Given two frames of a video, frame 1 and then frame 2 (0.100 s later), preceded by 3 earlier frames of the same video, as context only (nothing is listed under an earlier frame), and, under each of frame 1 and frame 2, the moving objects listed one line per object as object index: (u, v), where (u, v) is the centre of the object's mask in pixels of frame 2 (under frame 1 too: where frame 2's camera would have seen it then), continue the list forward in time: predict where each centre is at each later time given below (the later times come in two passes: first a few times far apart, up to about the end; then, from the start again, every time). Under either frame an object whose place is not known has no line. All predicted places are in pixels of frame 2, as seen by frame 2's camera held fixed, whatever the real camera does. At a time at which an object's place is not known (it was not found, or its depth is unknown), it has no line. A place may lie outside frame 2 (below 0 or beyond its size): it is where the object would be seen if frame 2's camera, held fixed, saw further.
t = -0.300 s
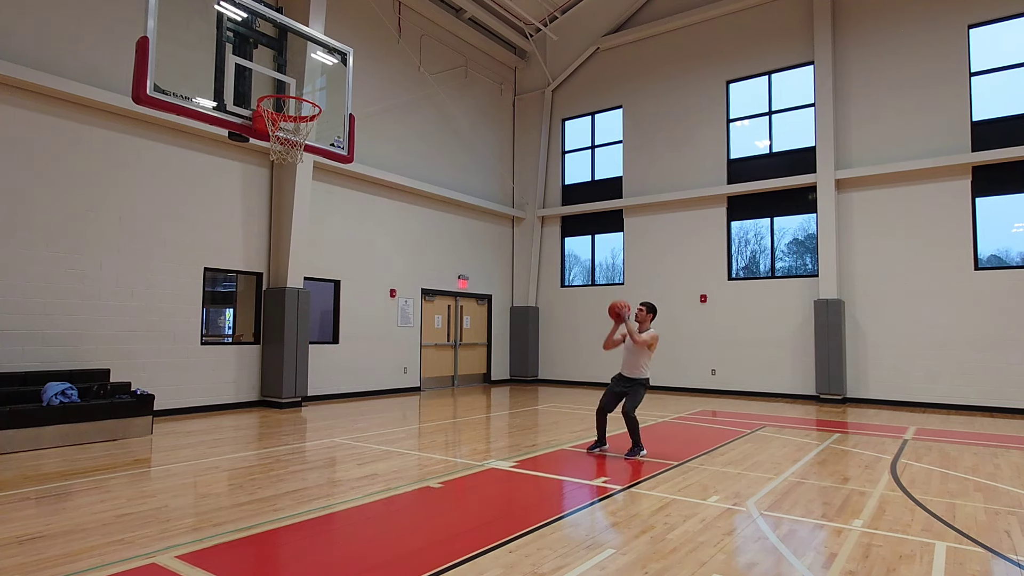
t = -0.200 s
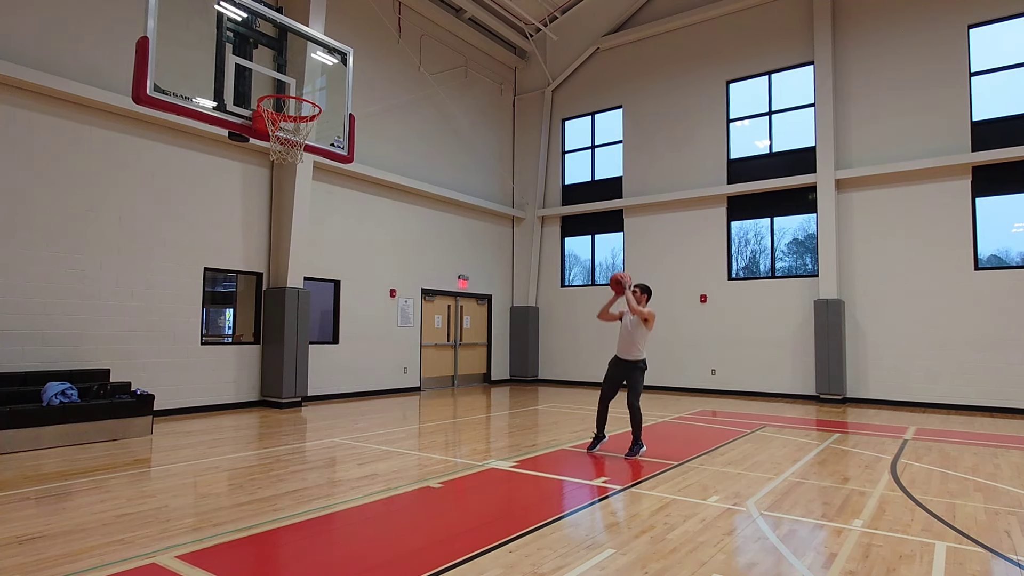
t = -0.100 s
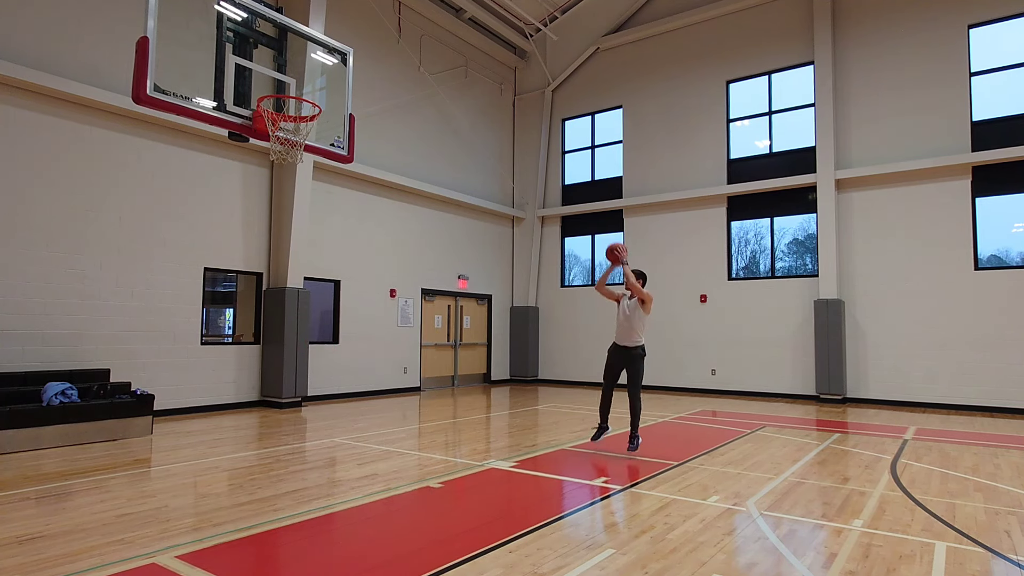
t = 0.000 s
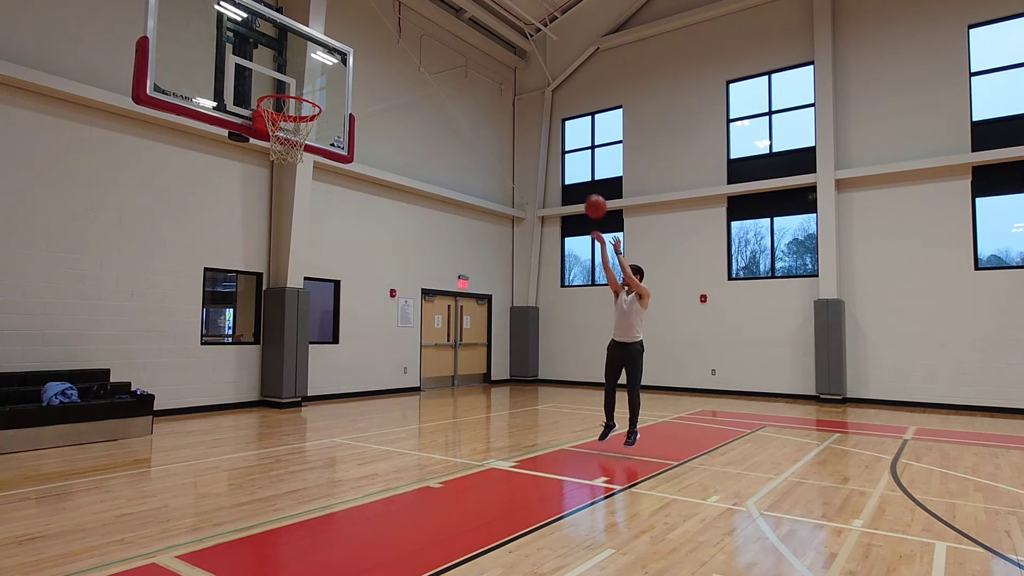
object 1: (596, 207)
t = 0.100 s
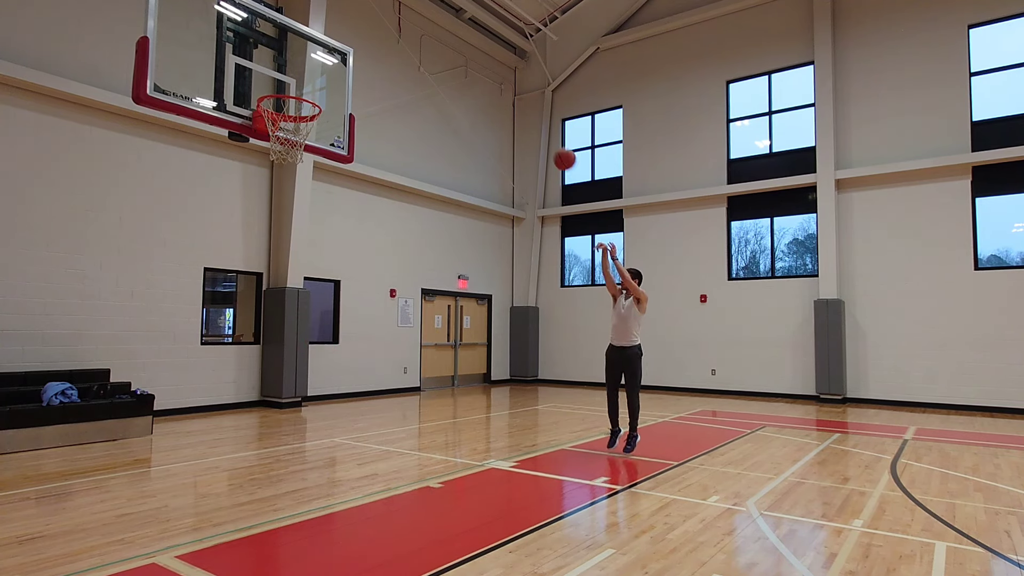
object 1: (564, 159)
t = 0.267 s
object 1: (512, 97)
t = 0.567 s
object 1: (409, 44)
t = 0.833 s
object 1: (320, 63)
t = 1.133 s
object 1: (283, 118)
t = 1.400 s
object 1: (274, 142)
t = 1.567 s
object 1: (286, 183)
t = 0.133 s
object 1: (554, 145)
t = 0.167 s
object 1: (544, 132)
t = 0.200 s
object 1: (534, 120)
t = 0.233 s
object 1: (523, 108)
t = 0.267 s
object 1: (512, 97)
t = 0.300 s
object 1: (501, 88)
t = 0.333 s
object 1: (491, 79)
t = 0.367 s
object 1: (479, 71)
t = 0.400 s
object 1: (468, 64)
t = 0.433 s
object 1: (456, 58)
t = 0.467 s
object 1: (445, 54)
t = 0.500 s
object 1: (432, 49)
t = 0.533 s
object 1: (421, 46)
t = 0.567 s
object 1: (409, 44)
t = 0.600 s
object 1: (396, 43)
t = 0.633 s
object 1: (384, 43)
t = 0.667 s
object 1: (371, 44)
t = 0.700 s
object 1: (358, 47)
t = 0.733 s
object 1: (344, 51)
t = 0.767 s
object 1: (330, 56)
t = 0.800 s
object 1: (322, 60)
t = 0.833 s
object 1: (320, 63)
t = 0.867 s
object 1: (318, 67)
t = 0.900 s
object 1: (315, 73)
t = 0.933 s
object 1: (313, 80)
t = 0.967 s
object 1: (311, 88)
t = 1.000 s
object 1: (309, 93)
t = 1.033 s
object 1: (299, 103)
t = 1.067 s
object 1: (297, 107)
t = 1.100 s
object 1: (290, 112)
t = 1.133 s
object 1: (283, 118)
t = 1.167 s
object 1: (277, 123)
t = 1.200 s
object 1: (274, 124)
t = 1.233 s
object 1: (273, 125)
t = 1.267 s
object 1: (271, 125)
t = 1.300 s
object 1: (271, 127)
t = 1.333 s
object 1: (271, 129)
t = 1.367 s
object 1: (273, 135)
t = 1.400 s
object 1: (274, 142)
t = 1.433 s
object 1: (276, 146)
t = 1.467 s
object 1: (279, 152)
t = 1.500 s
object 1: (282, 163)
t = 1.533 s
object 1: (284, 173)
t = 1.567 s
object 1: (286, 183)
